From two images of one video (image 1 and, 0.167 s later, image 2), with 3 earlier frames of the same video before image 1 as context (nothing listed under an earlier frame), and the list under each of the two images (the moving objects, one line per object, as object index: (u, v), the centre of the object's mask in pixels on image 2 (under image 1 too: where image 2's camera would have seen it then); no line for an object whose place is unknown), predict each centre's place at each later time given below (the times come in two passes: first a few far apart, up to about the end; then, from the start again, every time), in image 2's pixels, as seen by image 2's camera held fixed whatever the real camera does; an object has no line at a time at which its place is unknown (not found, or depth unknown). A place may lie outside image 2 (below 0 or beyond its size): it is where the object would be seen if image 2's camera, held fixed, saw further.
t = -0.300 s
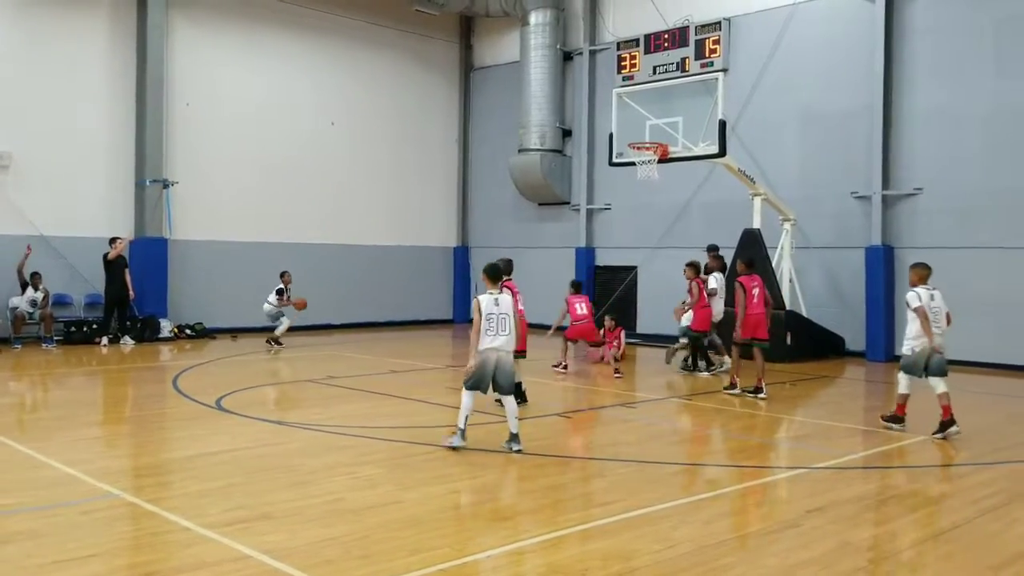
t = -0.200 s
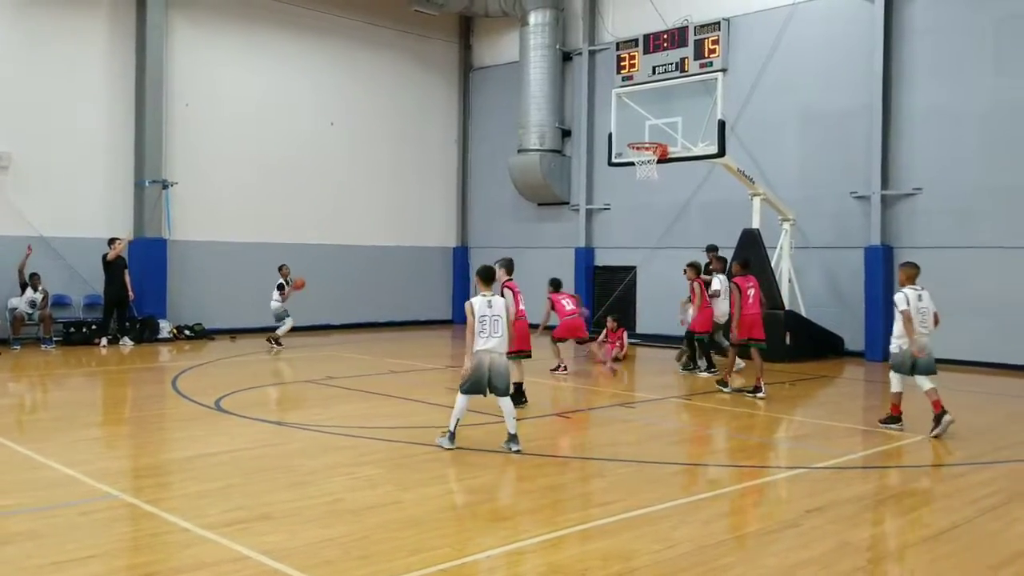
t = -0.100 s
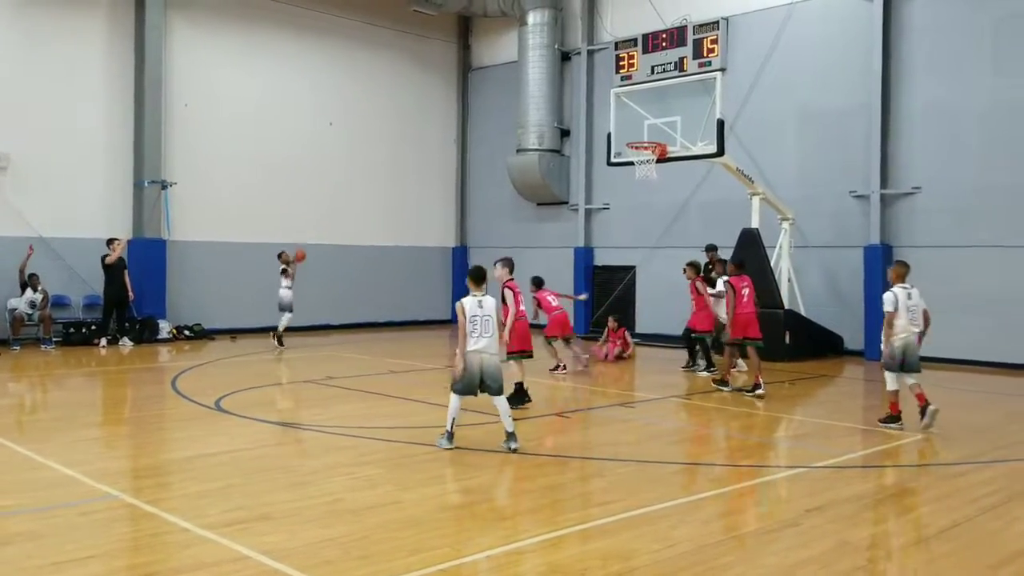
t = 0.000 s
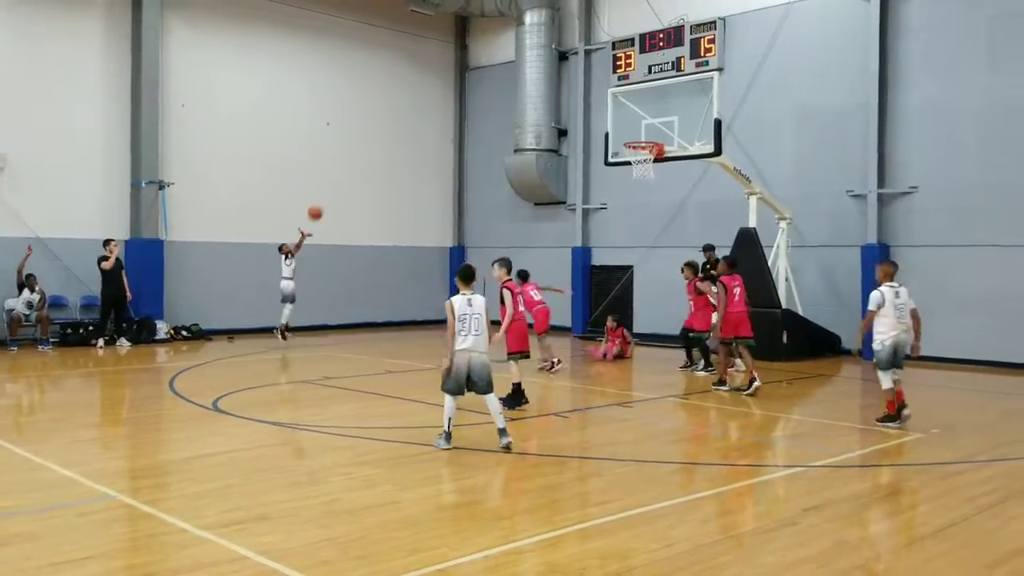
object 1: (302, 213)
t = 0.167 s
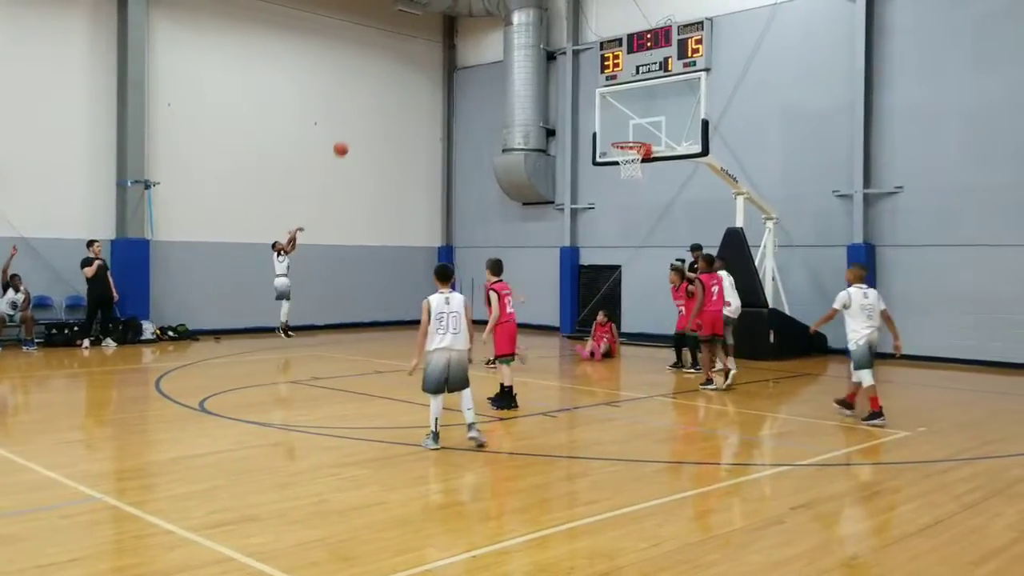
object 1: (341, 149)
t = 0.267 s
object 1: (364, 118)
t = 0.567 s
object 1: (436, 59)
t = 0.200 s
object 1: (348, 138)
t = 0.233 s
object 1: (356, 128)
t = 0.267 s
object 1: (364, 118)
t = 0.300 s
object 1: (371, 110)
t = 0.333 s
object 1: (380, 101)
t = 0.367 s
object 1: (387, 93)
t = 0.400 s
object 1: (395, 86)
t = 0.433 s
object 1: (404, 79)
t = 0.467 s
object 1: (411, 73)
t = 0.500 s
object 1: (419, 68)
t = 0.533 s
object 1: (427, 63)
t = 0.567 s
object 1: (436, 59)
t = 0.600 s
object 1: (444, 56)
